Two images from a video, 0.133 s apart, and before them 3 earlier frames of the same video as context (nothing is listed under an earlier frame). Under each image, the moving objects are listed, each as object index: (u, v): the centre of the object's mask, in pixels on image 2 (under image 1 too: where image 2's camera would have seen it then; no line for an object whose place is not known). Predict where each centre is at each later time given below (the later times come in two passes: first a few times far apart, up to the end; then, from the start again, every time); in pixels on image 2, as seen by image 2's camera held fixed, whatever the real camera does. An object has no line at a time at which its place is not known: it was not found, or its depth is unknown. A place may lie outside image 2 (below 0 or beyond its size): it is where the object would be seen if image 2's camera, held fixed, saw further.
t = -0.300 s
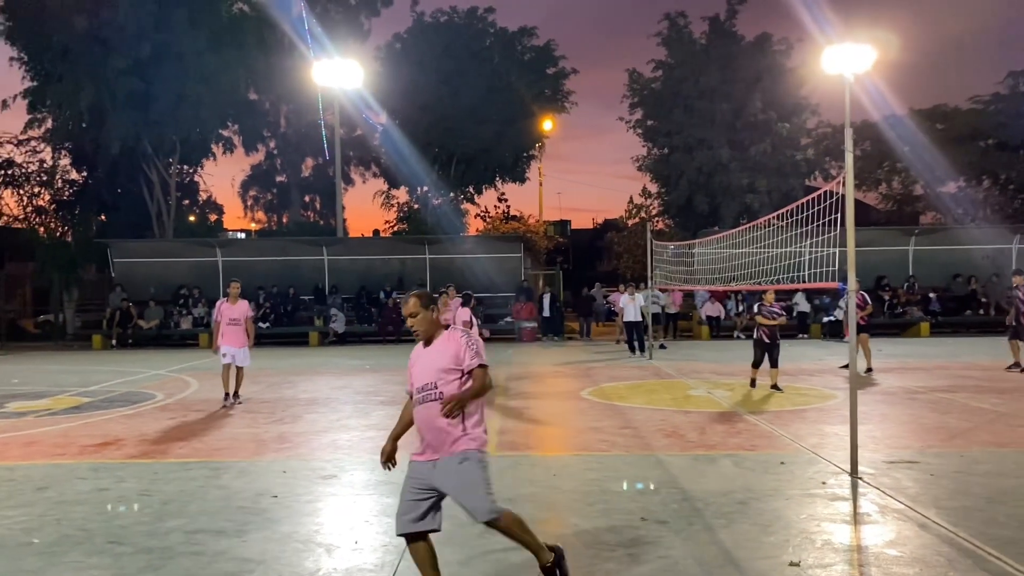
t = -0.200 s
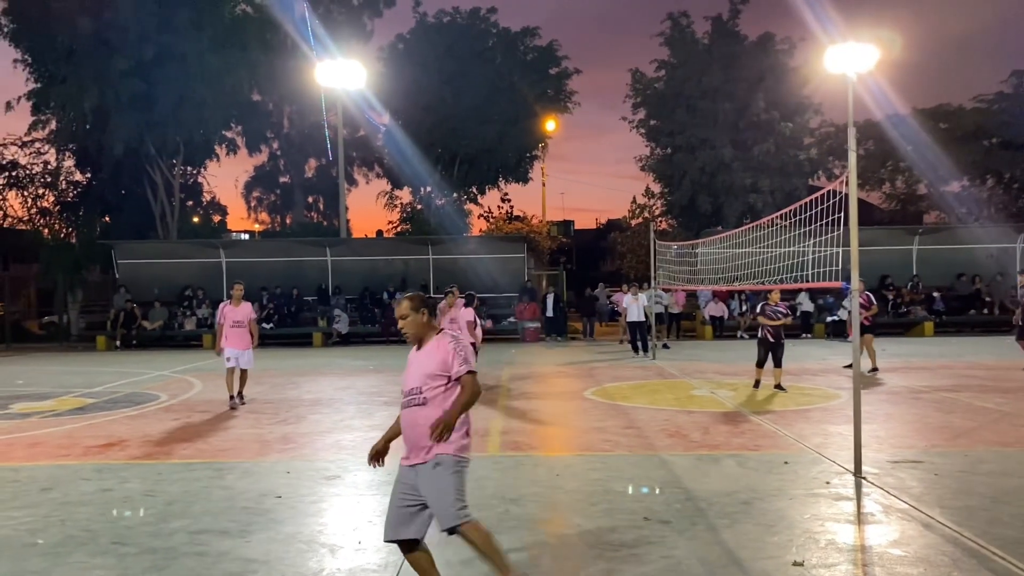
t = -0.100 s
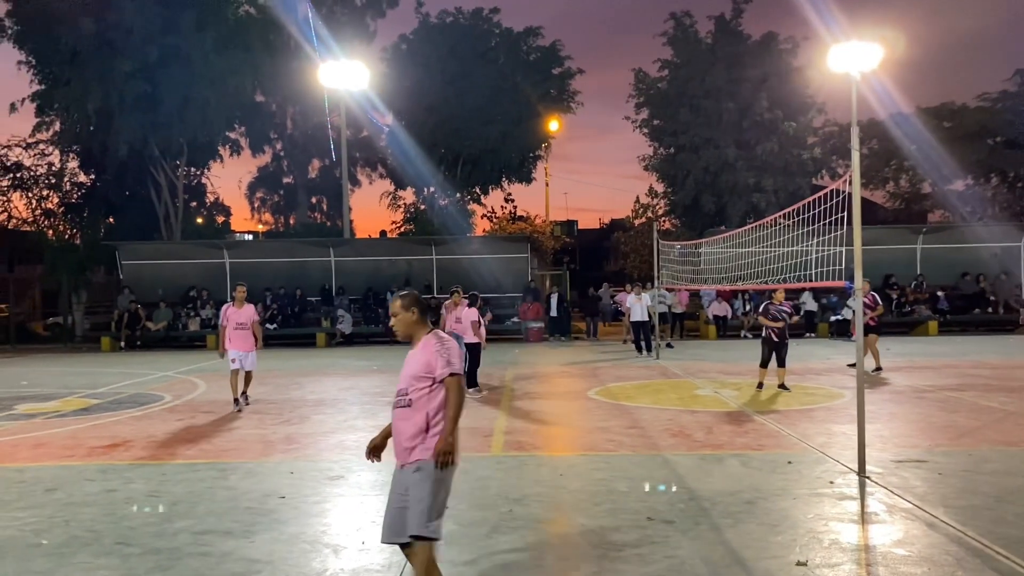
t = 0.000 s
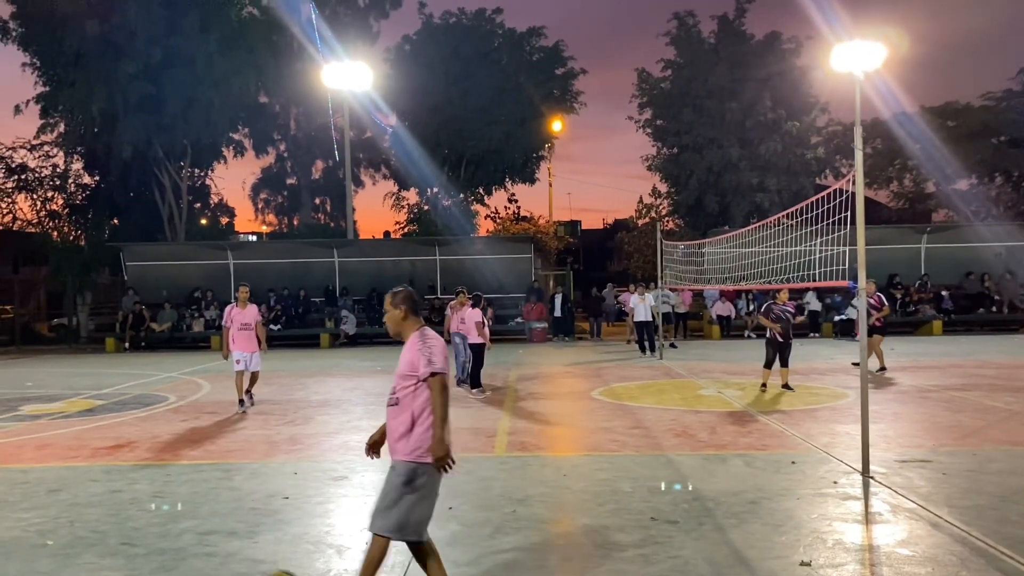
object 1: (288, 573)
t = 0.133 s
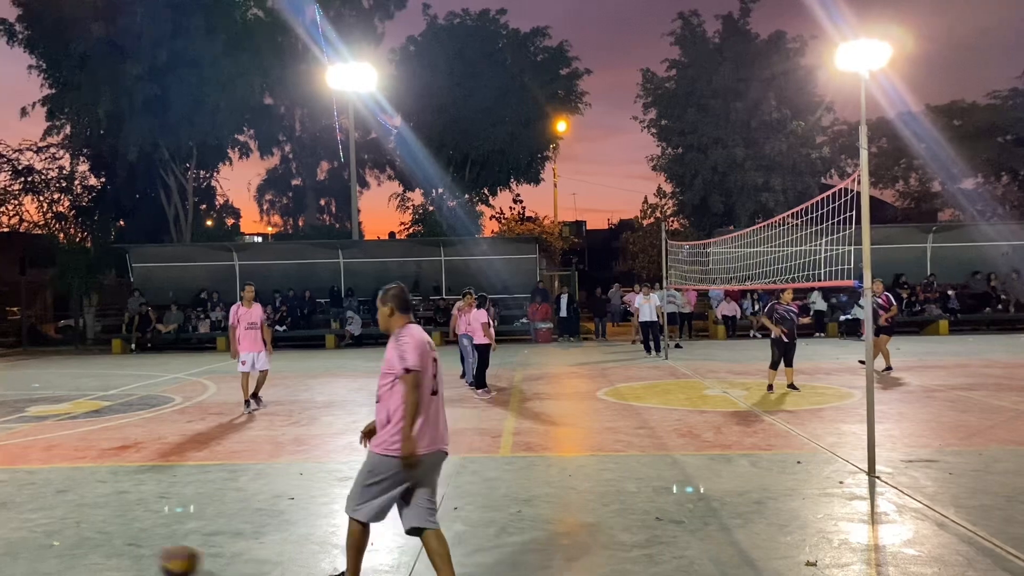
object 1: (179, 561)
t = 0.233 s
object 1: (122, 544)
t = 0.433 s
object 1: (39, 522)
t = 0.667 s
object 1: (-21, 499)
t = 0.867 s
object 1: (-51, 483)
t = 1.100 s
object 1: (-101, 476)
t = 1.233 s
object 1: (-121, 469)
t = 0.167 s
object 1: (159, 554)
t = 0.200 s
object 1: (140, 548)
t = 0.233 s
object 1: (122, 544)
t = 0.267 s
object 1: (104, 542)
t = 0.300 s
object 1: (89, 536)
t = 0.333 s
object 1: (75, 530)
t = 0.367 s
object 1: (62, 526)
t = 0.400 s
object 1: (51, 525)
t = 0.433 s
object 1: (39, 522)
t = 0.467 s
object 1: (29, 518)
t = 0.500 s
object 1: (19, 515)
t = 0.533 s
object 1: (10, 512)
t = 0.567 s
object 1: (2, 507)
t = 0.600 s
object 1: (-5, 504)
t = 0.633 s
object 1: (-15, 503)
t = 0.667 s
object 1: (-21, 499)
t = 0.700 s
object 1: (-28, 495)
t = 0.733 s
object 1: (-33, 491)
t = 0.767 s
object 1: (-38, 491)
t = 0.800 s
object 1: (-42, 490)
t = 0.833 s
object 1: (-46, 488)
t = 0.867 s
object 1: (-51, 483)
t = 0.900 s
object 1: (-59, 482)
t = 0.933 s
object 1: (-71, 484)
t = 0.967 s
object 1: (-77, 481)
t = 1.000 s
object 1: (-82, 481)
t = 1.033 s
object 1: (-90, 477)
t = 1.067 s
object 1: (-95, 475)
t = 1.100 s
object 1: (-101, 476)
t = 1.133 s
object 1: (-108, 474)
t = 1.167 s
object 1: (-112, 471)
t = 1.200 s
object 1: (-116, 470)
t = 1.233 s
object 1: (-121, 469)
